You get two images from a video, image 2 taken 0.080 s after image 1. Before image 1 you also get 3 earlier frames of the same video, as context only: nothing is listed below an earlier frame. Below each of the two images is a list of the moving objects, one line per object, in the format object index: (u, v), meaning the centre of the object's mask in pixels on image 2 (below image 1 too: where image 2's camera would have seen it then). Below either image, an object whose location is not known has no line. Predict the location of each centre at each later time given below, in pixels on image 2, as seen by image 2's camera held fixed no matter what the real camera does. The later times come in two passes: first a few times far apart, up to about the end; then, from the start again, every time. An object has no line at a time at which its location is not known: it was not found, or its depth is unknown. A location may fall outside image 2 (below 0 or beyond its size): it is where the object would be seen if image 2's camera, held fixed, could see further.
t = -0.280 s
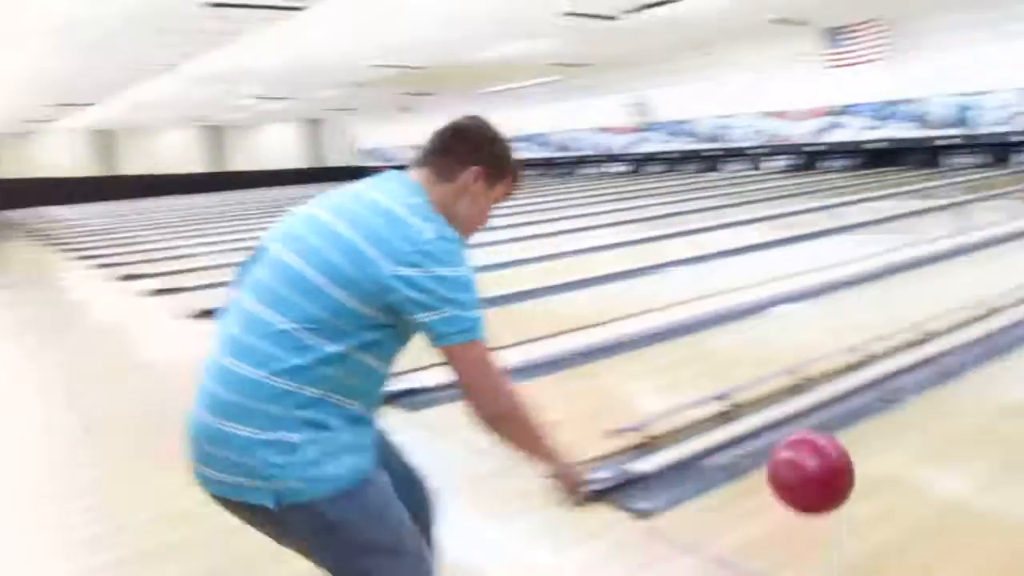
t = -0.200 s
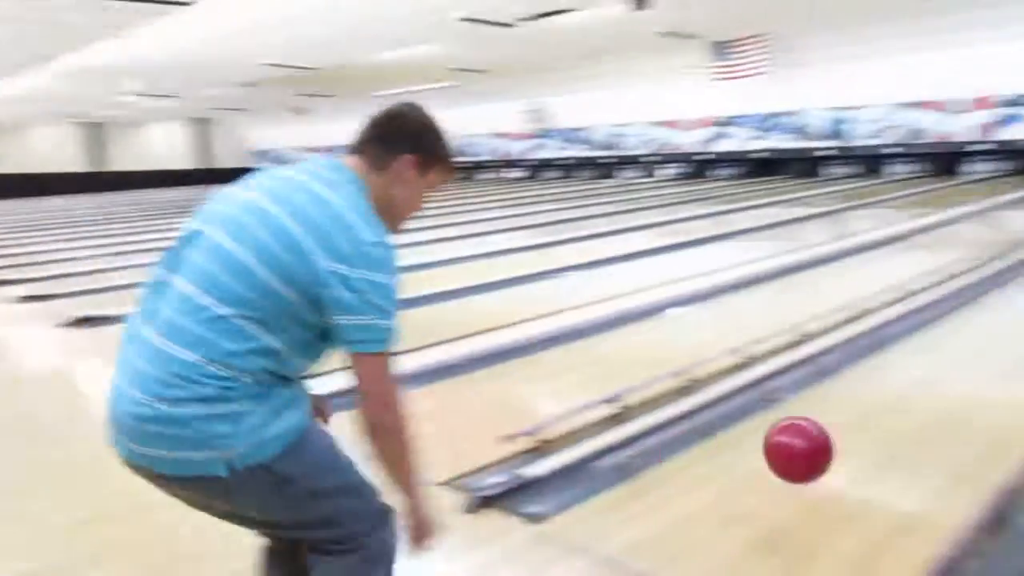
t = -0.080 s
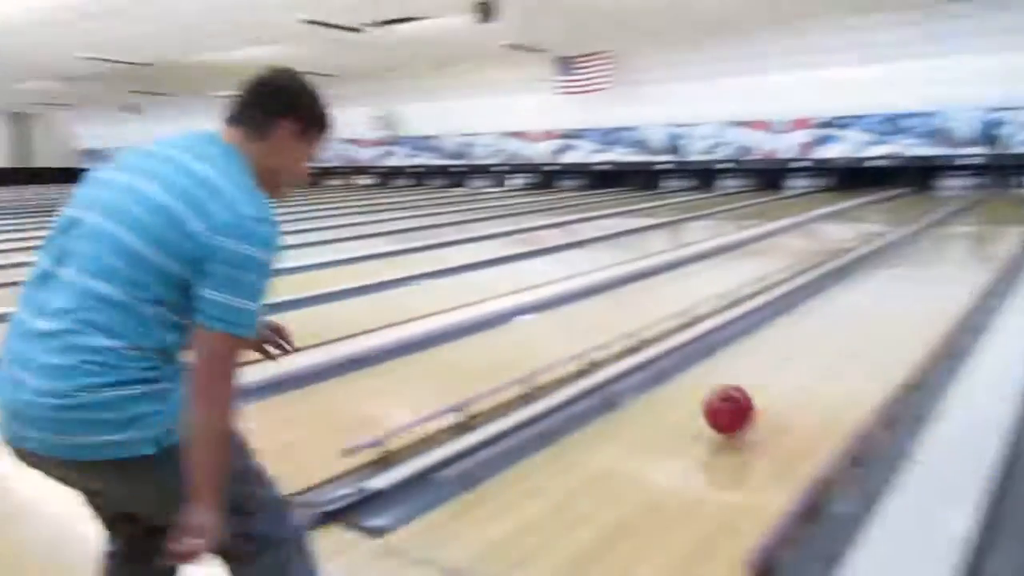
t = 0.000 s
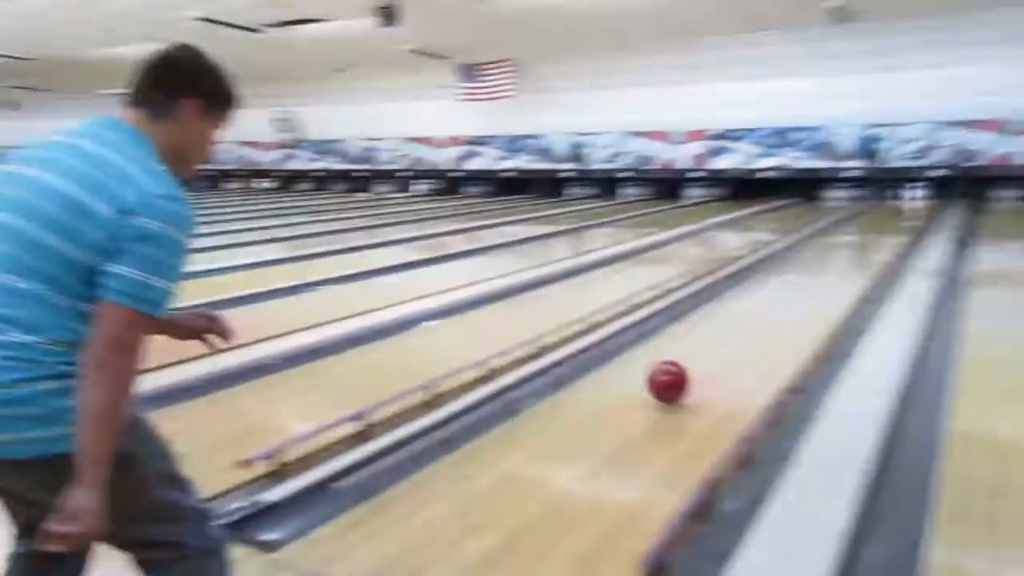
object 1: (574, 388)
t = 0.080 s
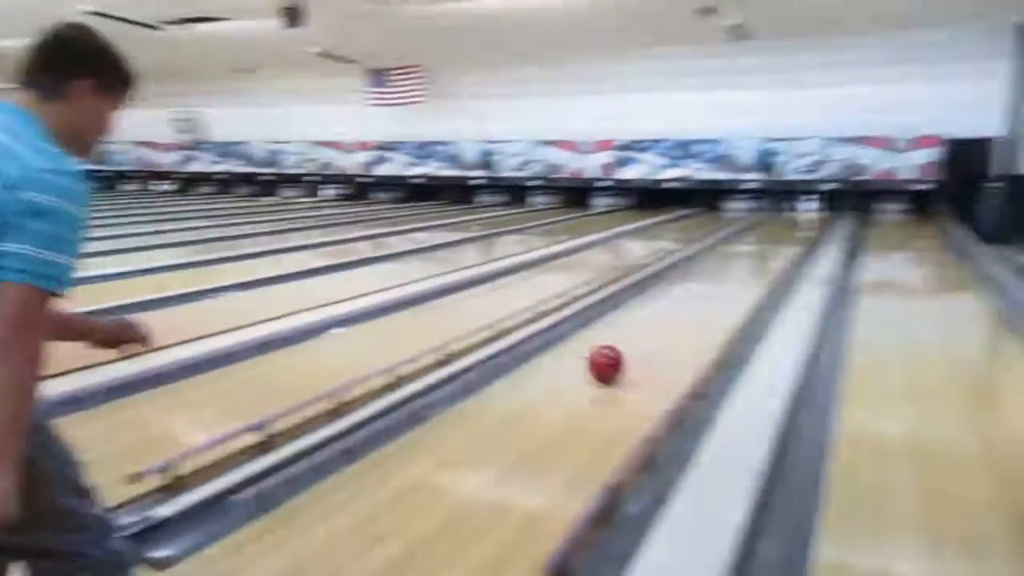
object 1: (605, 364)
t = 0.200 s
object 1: (642, 332)
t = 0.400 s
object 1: (683, 297)
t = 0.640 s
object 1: (715, 270)
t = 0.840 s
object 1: (733, 254)
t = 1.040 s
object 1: (747, 243)
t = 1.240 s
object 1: (759, 233)
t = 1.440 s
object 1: (767, 226)
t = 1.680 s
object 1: (776, 219)
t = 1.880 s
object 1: (779, 217)
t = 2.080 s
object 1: (786, 212)
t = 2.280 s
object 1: (791, 208)
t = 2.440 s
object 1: (791, 207)
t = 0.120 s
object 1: (619, 352)
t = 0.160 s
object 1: (631, 342)
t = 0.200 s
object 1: (642, 332)
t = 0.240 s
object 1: (652, 324)
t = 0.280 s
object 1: (661, 316)
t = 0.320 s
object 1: (669, 309)
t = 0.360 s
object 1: (676, 302)
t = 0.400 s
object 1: (683, 297)
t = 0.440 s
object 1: (689, 292)
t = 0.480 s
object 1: (695, 287)
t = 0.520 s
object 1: (701, 282)
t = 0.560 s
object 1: (706, 278)
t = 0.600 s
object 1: (711, 274)
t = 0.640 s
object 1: (715, 270)
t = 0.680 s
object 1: (719, 266)
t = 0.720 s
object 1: (723, 263)
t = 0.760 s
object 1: (727, 260)
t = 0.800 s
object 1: (730, 257)
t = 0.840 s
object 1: (733, 254)
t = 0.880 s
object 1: (736, 251)
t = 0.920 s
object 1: (740, 249)
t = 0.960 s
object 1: (742, 247)
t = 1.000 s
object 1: (744, 245)
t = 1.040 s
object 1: (747, 243)
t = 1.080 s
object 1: (750, 240)
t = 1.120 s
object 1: (752, 239)
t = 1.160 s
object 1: (754, 237)
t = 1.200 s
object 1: (757, 235)
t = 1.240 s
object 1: (759, 233)
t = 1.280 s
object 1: (760, 231)
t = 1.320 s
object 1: (762, 230)
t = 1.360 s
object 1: (763, 229)
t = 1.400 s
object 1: (766, 227)
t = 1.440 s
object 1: (767, 226)
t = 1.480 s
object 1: (769, 224)
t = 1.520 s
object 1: (770, 223)
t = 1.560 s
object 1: (772, 221)
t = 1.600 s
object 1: (774, 221)
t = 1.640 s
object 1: (774, 219)
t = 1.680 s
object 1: (776, 219)
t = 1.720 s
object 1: (777, 218)
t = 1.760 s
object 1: (778, 218)
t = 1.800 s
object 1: (778, 217)
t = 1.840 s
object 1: (780, 217)
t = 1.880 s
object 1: (779, 217)
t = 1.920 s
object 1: (782, 214)
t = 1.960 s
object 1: (785, 214)
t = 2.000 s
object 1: (786, 214)
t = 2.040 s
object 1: (785, 213)
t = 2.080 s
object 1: (786, 212)
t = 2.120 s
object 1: (787, 212)
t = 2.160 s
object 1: (789, 212)
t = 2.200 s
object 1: (792, 210)
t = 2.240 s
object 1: (792, 208)
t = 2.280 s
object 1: (791, 208)
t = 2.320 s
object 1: (793, 209)
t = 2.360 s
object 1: (793, 208)
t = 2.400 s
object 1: (792, 209)
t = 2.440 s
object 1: (791, 207)
